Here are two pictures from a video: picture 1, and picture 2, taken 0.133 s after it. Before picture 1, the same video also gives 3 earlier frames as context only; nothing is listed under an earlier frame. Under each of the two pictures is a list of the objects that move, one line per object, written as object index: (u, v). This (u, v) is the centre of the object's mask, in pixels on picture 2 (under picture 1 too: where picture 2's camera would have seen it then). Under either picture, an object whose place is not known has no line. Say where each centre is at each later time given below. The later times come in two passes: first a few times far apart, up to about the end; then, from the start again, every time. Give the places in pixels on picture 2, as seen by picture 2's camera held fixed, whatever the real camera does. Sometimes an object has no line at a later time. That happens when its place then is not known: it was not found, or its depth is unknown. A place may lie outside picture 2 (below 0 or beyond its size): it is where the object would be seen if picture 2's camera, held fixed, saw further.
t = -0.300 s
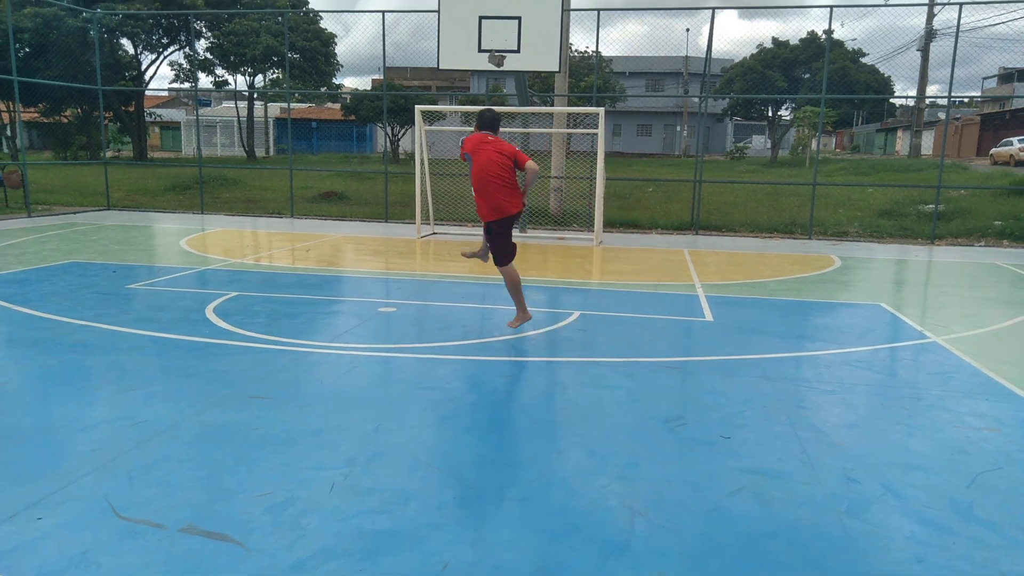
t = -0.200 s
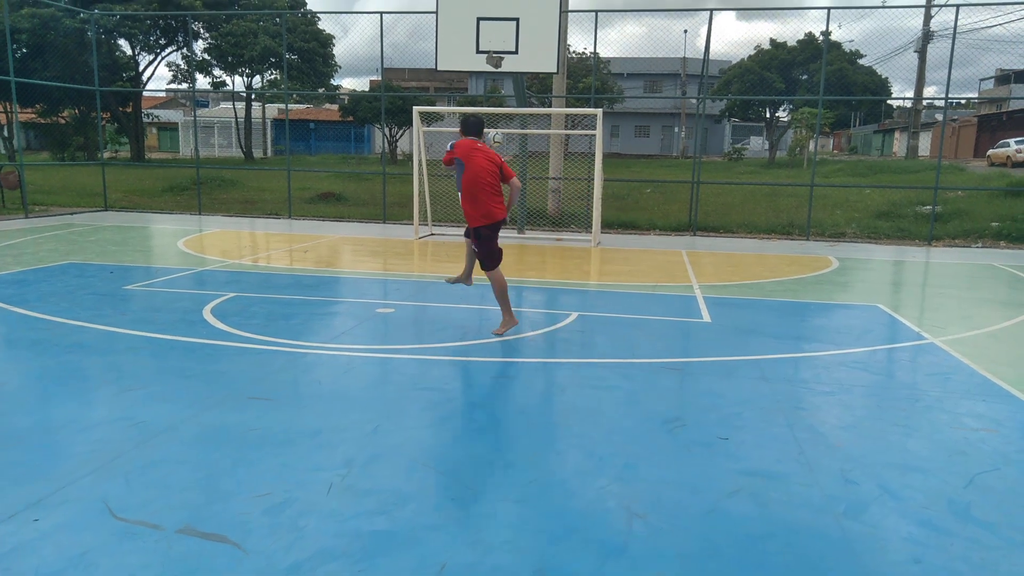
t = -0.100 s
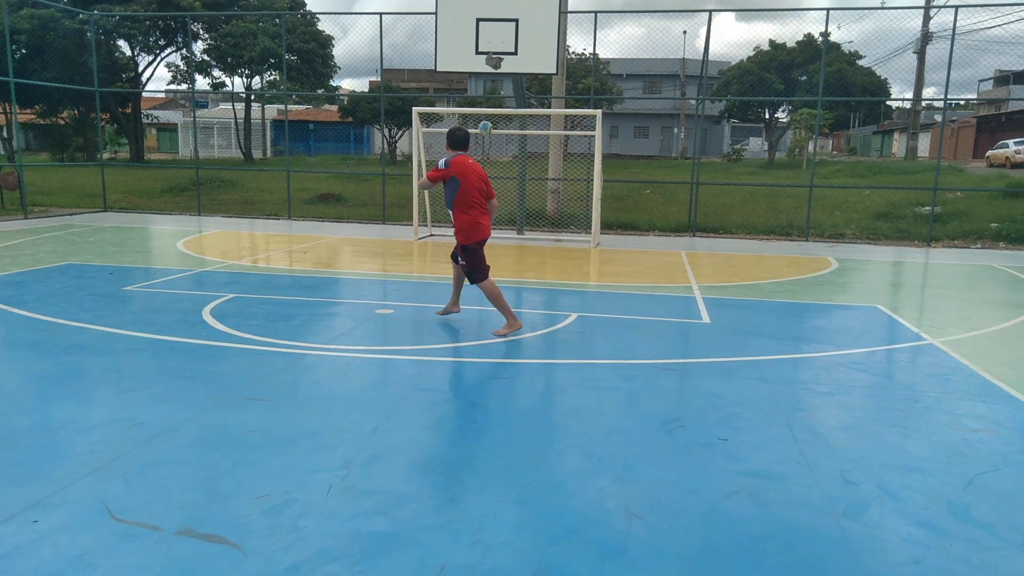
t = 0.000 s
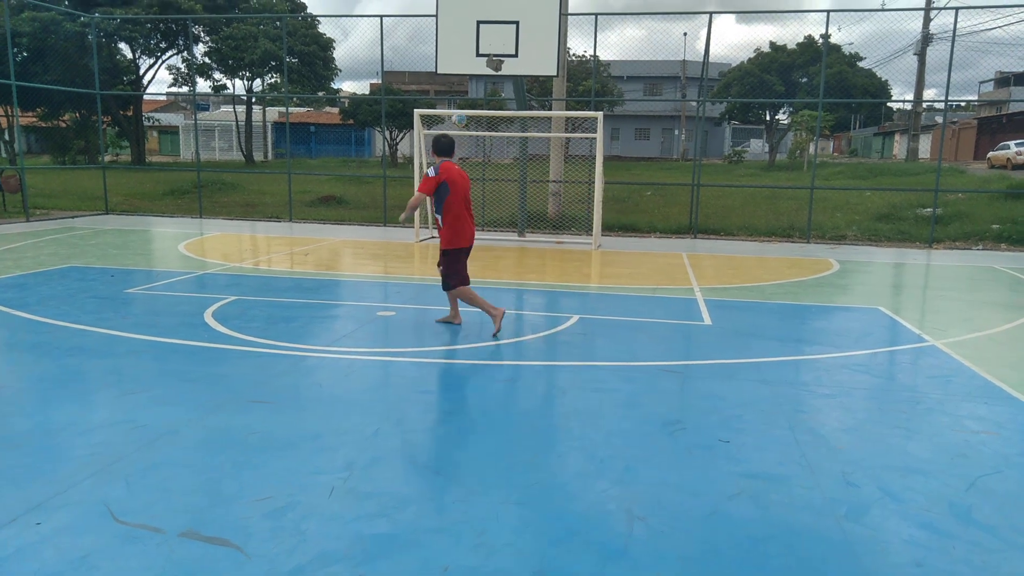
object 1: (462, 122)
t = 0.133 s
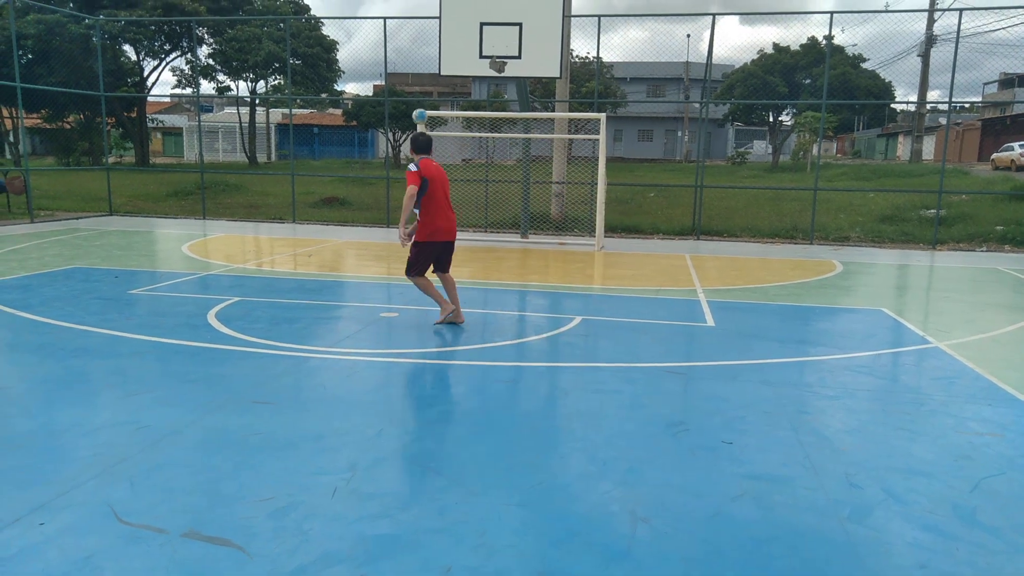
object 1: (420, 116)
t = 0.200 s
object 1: (396, 119)
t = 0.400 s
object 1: (312, 150)
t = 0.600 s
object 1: (200, 230)
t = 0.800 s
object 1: (87, 259)
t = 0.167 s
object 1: (409, 117)
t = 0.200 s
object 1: (396, 119)
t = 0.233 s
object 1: (383, 123)
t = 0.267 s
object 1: (370, 125)
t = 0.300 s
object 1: (357, 129)
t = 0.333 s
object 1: (342, 135)
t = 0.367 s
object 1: (328, 142)
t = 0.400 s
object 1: (312, 150)
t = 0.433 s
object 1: (295, 160)
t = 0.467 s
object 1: (278, 170)
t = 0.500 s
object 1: (259, 183)
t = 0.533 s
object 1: (241, 197)
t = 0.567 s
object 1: (221, 212)
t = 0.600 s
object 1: (200, 230)
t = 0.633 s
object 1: (178, 250)
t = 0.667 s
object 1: (155, 272)
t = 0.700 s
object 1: (131, 295)
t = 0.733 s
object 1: (116, 284)
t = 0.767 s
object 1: (102, 271)
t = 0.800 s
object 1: (87, 259)
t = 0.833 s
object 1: (72, 247)
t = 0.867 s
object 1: (56, 236)
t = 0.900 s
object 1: (40, 226)
